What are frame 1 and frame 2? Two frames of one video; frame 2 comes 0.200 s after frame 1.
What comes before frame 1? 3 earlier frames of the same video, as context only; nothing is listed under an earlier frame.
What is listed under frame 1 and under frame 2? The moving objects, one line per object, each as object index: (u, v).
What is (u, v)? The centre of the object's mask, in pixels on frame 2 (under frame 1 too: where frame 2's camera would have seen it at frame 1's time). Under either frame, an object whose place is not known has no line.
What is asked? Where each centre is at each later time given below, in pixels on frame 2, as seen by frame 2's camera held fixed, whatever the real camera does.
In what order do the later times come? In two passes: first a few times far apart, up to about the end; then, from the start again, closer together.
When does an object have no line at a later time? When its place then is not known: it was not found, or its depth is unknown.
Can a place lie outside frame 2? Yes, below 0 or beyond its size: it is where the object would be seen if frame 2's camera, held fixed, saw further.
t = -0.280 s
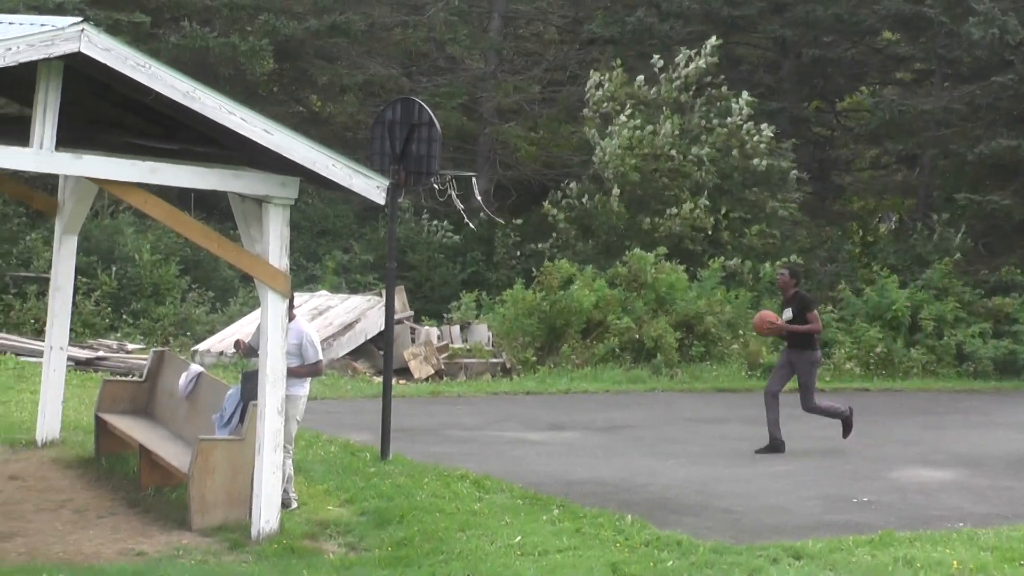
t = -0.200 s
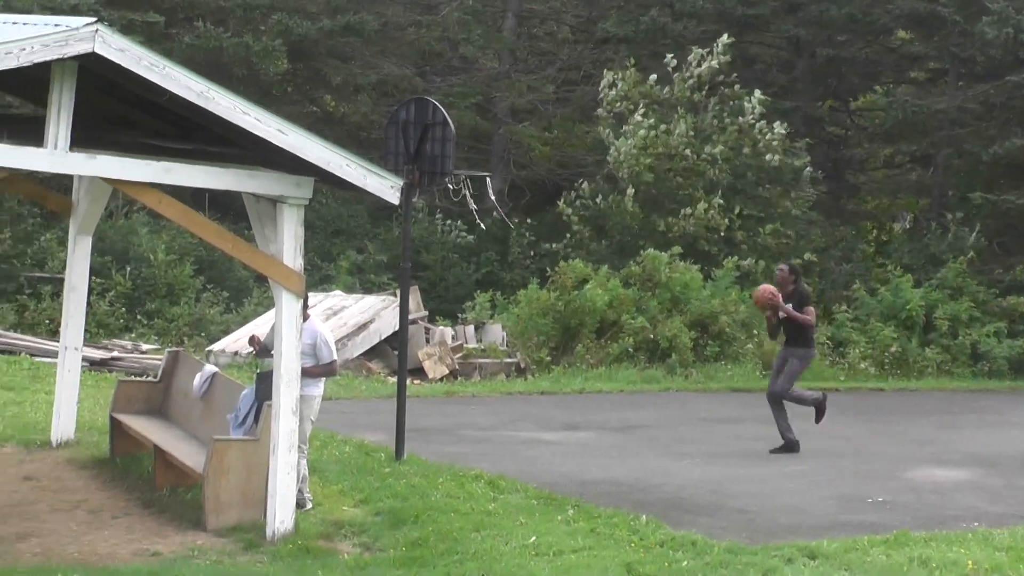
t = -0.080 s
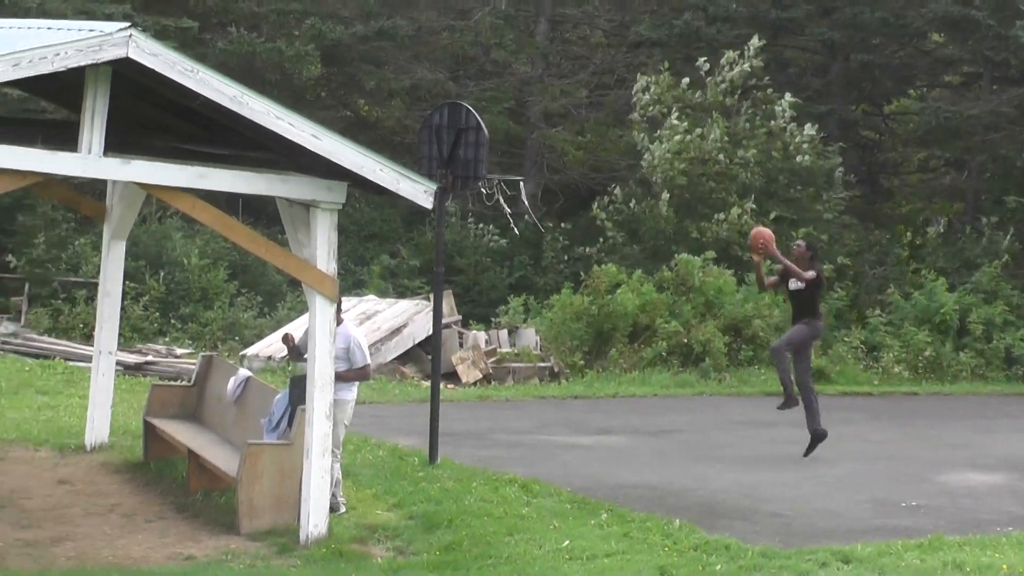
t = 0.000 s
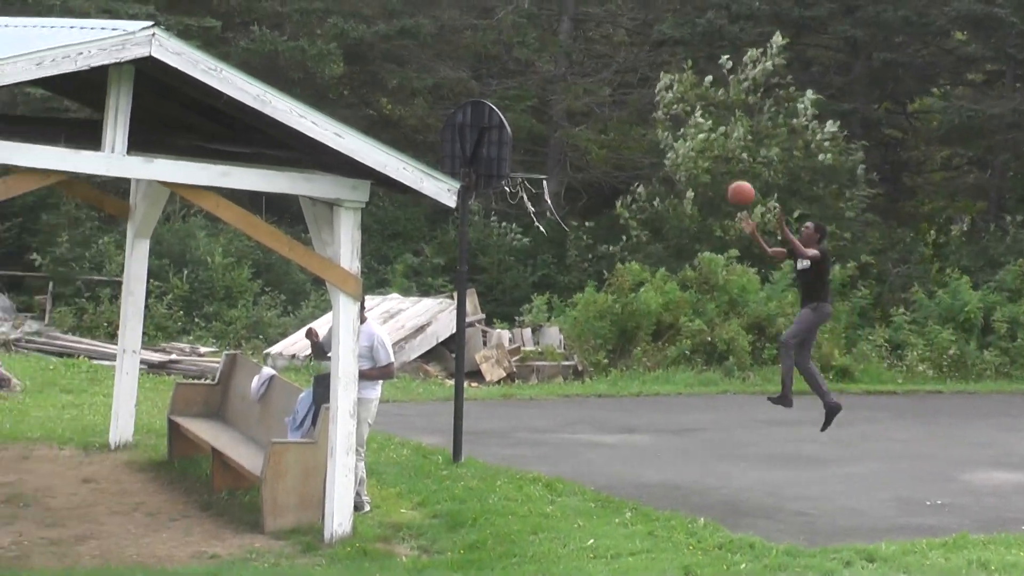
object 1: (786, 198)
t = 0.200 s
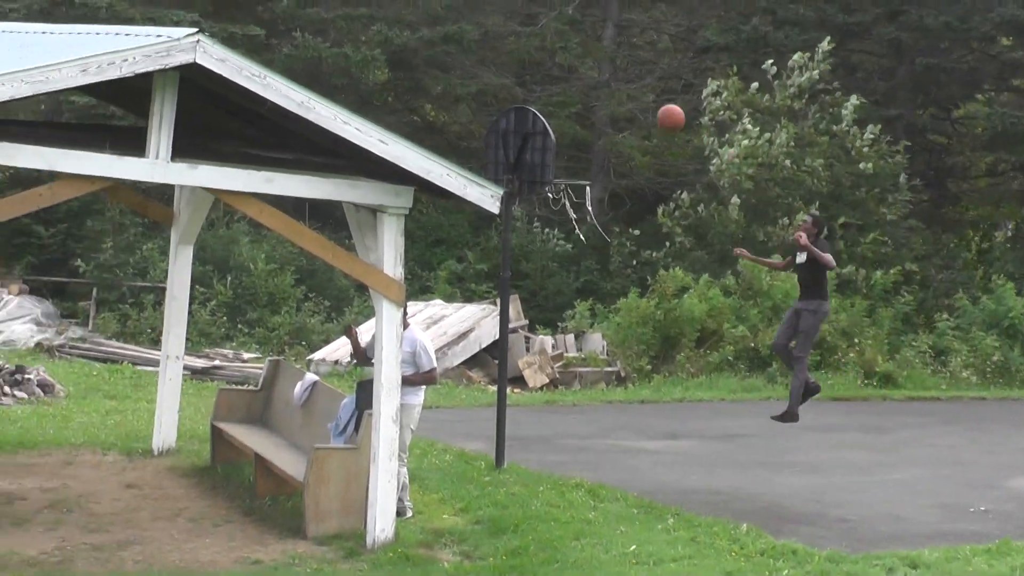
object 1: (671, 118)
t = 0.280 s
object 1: (623, 97)
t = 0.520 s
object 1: (473, 81)
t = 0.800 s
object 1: (329, 90)
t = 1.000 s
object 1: (305, 25)
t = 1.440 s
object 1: (253, 41)
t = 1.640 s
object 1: (242, 51)
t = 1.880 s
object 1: (232, 34)
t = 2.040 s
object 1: (231, 46)
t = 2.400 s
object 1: (271, 58)
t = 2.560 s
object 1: (302, 75)
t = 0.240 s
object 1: (646, 107)
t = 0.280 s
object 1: (623, 97)
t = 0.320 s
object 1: (598, 90)
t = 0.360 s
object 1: (574, 85)
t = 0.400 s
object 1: (549, 80)
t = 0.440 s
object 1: (524, 80)
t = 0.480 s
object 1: (499, 80)
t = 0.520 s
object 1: (473, 81)
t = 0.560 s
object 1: (447, 87)
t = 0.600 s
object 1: (421, 94)
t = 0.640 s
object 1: (395, 102)
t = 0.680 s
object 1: (369, 110)
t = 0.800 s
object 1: (329, 90)
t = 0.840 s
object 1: (323, 77)
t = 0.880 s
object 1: (318, 61)
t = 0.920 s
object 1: (314, 46)
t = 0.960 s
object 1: (310, 34)
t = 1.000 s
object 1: (305, 25)
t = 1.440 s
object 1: (253, 41)
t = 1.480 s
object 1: (249, 49)
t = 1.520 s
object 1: (248, 56)
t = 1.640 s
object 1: (242, 51)
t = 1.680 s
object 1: (238, 46)
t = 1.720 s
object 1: (237, 41)
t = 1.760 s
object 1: (235, 37)
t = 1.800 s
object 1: (234, 35)
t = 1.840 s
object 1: (233, 34)
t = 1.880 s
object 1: (232, 34)
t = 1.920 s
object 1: (232, 35)
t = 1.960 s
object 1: (232, 38)
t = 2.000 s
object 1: (232, 42)
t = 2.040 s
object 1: (231, 46)
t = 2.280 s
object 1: (251, 57)
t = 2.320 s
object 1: (258, 57)
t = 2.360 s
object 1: (264, 57)
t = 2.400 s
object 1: (271, 58)
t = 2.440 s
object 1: (279, 60)
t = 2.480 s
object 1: (286, 63)
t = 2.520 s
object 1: (293, 68)
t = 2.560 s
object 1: (302, 75)
